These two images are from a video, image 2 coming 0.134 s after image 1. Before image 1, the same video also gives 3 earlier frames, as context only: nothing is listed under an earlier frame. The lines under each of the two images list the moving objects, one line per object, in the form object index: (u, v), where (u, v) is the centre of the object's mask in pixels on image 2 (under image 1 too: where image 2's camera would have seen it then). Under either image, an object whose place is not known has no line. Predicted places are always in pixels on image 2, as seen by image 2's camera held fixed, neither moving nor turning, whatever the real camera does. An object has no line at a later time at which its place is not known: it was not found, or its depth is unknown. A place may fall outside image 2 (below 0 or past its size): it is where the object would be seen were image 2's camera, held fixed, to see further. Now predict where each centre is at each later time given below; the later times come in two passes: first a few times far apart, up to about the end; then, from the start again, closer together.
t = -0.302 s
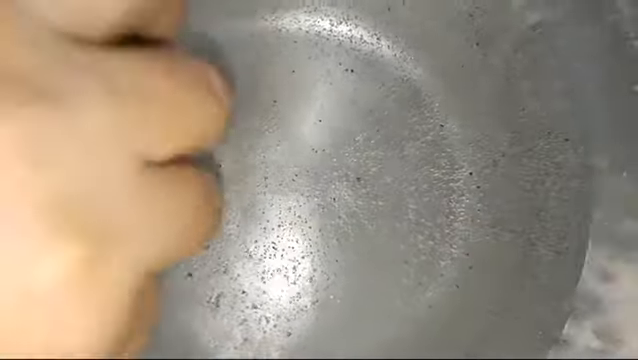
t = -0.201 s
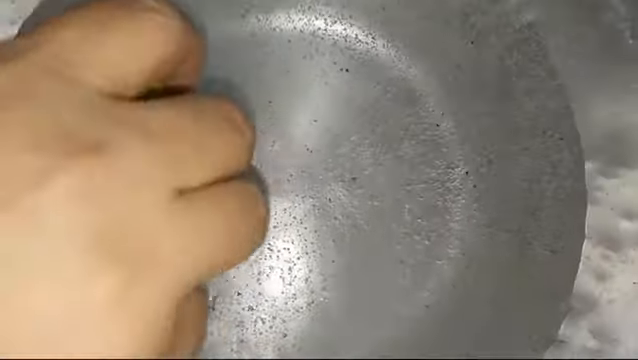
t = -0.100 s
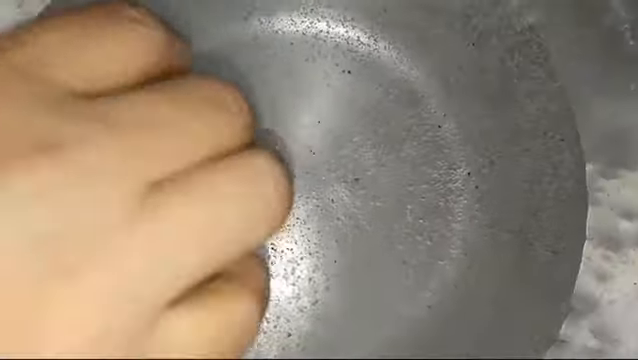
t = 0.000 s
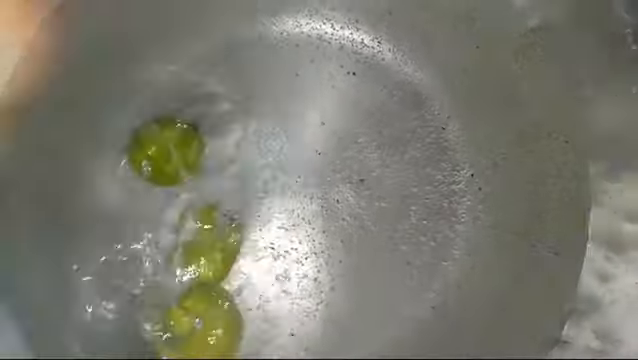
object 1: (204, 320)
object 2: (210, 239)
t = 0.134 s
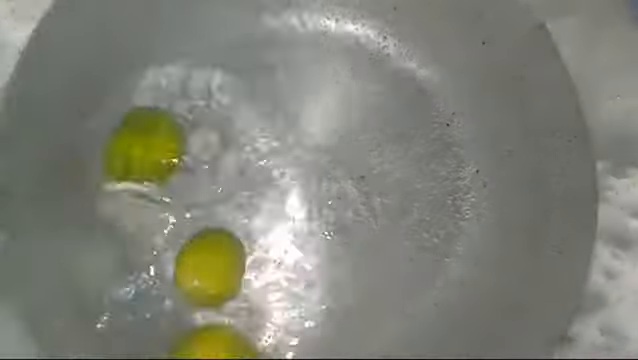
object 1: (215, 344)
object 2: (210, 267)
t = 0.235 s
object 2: (207, 278)
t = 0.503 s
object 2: (196, 308)
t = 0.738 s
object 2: (195, 315)
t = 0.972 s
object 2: (199, 312)
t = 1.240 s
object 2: (201, 309)
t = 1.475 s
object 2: (209, 299)
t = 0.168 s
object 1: (217, 346)
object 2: (208, 270)
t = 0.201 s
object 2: (208, 275)
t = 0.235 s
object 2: (207, 278)
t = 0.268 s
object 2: (204, 282)
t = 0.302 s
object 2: (201, 287)
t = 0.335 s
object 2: (202, 291)
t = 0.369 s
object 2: (199, 293)
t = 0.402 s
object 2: (202, 299)
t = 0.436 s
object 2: (200, 301)
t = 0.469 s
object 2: (200, 302)
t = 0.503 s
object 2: (196, 308)
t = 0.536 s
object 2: (197, 310)
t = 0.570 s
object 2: (194, 307)
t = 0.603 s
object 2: (194, 309)
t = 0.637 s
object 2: (192, 315)
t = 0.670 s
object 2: (192, 317)
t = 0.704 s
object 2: (193, 317)
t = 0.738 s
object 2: (195, 315)
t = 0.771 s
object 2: (195, 319)
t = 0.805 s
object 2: (194, 316)
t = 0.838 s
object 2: (196, 319)
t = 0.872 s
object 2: (195, 319)
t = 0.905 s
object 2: (196, 318)
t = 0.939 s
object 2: (199, 316)
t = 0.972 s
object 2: (199, 312)
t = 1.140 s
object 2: (198, 314)
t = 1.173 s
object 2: (199, 312)
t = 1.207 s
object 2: (200, 311)
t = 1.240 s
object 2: (201, 309)
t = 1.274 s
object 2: (204, 304)
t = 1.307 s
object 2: (206, 305)
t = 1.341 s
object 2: (207, 303)
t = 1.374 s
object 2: (209, 303)
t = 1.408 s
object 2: (210, 301)
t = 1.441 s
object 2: (209, 300)
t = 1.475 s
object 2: (209, 299)
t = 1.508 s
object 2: (209, 298)
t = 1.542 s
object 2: (212, 297)
